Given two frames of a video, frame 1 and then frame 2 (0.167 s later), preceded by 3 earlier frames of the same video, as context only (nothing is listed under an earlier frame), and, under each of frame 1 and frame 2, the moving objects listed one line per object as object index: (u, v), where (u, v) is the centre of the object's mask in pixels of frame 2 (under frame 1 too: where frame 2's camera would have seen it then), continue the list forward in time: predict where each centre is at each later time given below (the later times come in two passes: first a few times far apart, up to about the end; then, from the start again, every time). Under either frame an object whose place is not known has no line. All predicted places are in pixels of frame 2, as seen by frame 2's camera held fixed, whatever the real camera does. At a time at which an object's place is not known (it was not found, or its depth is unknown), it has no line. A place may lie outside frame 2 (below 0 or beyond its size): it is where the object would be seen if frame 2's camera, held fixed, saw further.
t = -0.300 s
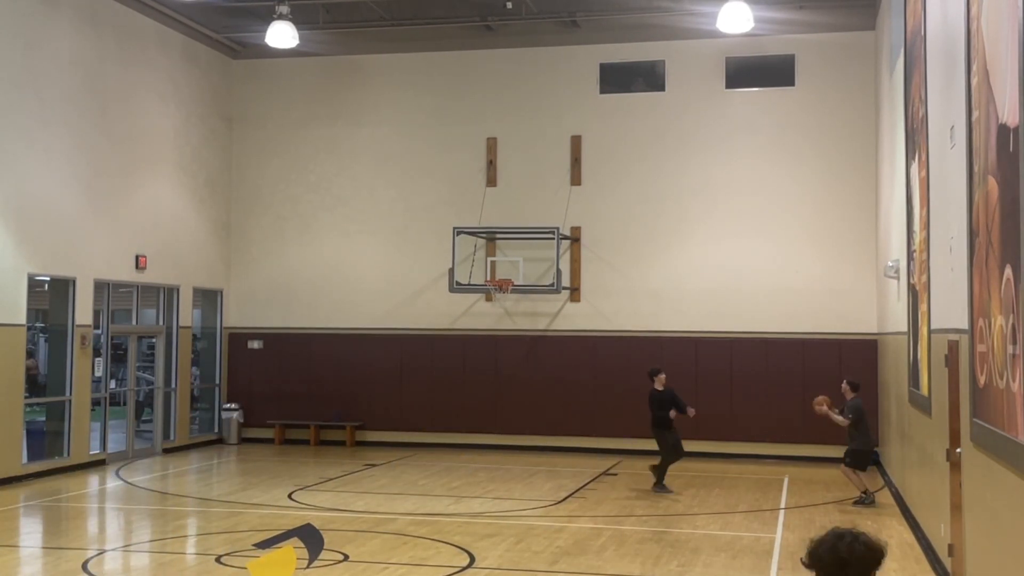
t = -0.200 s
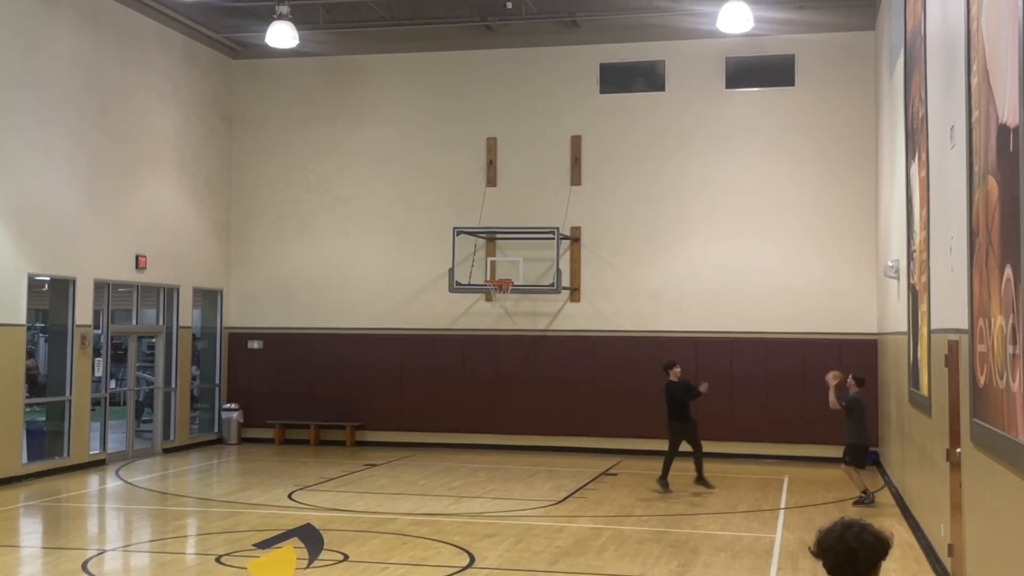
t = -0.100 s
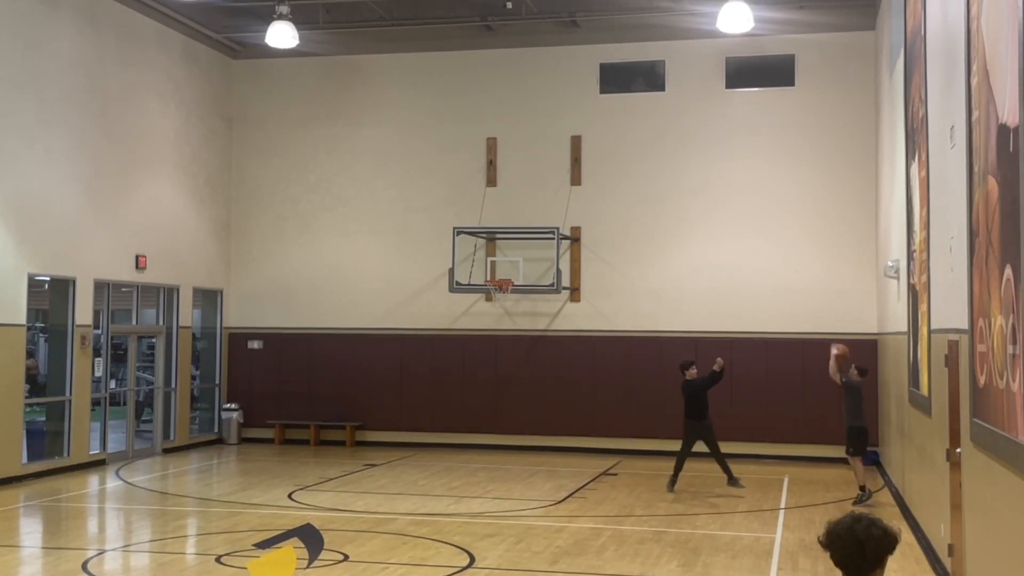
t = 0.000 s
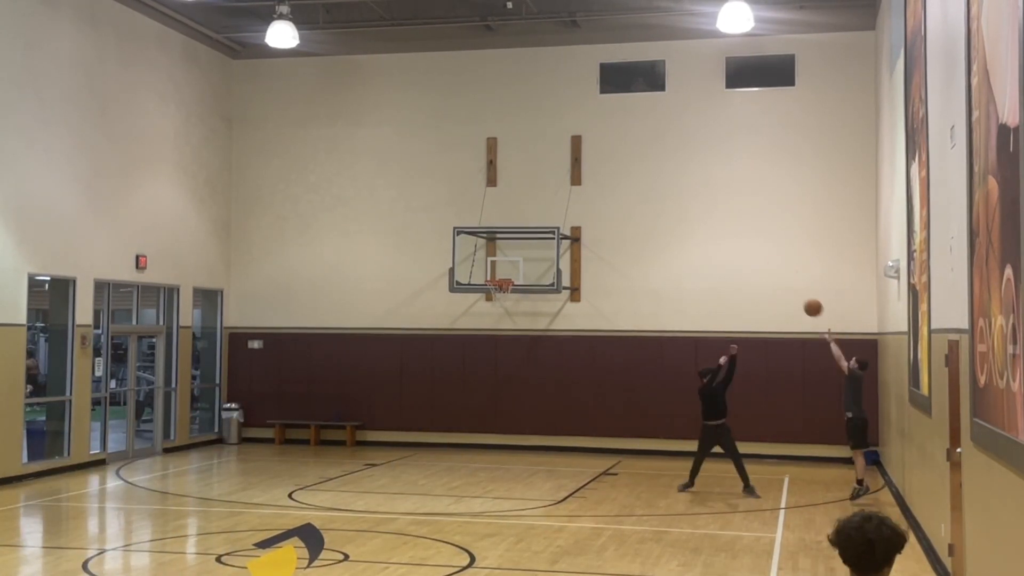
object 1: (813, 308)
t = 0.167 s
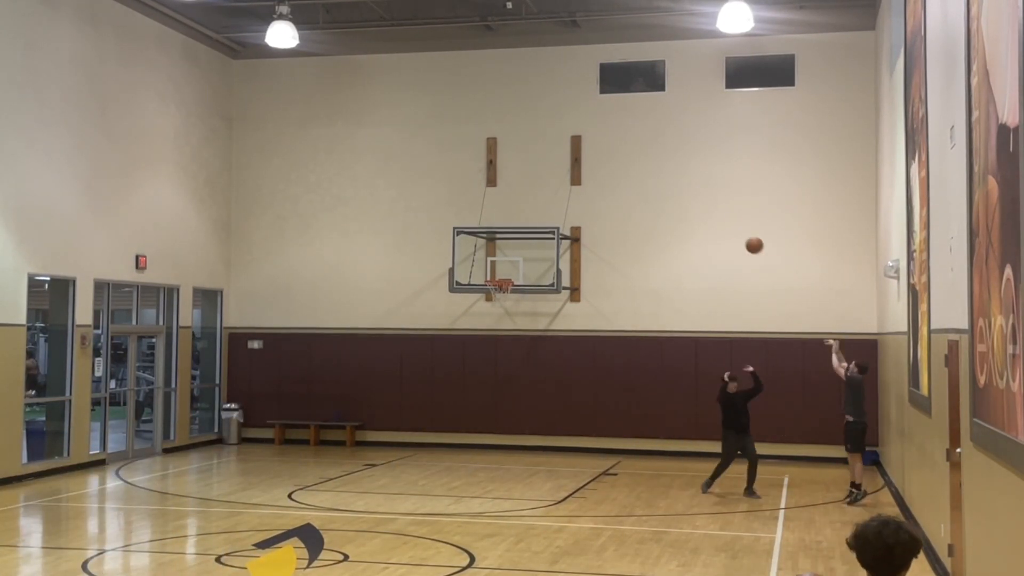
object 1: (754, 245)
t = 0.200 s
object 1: (743, 236)
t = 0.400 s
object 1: (681, 196)
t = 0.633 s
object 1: (616, 187)
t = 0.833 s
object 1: (566, 206)
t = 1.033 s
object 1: (520, 247)
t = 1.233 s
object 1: (492, 302)
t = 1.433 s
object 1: (497, 358)
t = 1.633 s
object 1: (500, 437)
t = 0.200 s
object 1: (743, 236)
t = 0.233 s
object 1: (732, 227)
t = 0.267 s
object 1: (722, 219)
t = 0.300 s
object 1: (711, 212)
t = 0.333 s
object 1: (701, 206)
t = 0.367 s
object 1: (691, 201)
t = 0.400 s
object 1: (681, 196)
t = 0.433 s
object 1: (672, 193)
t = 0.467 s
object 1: (662, 190)
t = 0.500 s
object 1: (653, 188)
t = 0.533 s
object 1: (643, 187)
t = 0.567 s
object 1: (634, 186)
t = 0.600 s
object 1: (625, 186)
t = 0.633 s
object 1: (616, 187)
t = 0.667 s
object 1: (608, 189)
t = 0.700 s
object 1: (599, 191)
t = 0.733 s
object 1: (591, 194)
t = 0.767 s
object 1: (583, 197)
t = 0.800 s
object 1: (574, 201)
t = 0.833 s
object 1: (566, 206)
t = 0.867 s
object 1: (558, 212)
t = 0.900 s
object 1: (550, 217)
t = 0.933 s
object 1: (543, 224)
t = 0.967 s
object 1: (535, 231)
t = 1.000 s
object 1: (528, 239)
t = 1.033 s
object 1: (520, 247)
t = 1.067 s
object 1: (513, 256)
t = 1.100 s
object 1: (506, 265)
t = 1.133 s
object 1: (499, 274)
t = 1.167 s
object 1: (489, 286)
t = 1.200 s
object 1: (492, 292)
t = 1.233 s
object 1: (492, 302)
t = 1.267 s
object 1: (493, 309)
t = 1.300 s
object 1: (494, 318)
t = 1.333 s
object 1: (495, 326)
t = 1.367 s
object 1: (495, 337)
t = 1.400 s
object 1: (496, 347)
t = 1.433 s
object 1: (497, 358)
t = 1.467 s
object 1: (498, 369)
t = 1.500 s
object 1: (498, 382)
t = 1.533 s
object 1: (499, 394)
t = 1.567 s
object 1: (500, 409)
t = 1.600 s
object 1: (500, 423)
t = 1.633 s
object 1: (500, 437)
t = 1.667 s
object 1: (501, 453)
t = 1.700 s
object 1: (503, 454)
